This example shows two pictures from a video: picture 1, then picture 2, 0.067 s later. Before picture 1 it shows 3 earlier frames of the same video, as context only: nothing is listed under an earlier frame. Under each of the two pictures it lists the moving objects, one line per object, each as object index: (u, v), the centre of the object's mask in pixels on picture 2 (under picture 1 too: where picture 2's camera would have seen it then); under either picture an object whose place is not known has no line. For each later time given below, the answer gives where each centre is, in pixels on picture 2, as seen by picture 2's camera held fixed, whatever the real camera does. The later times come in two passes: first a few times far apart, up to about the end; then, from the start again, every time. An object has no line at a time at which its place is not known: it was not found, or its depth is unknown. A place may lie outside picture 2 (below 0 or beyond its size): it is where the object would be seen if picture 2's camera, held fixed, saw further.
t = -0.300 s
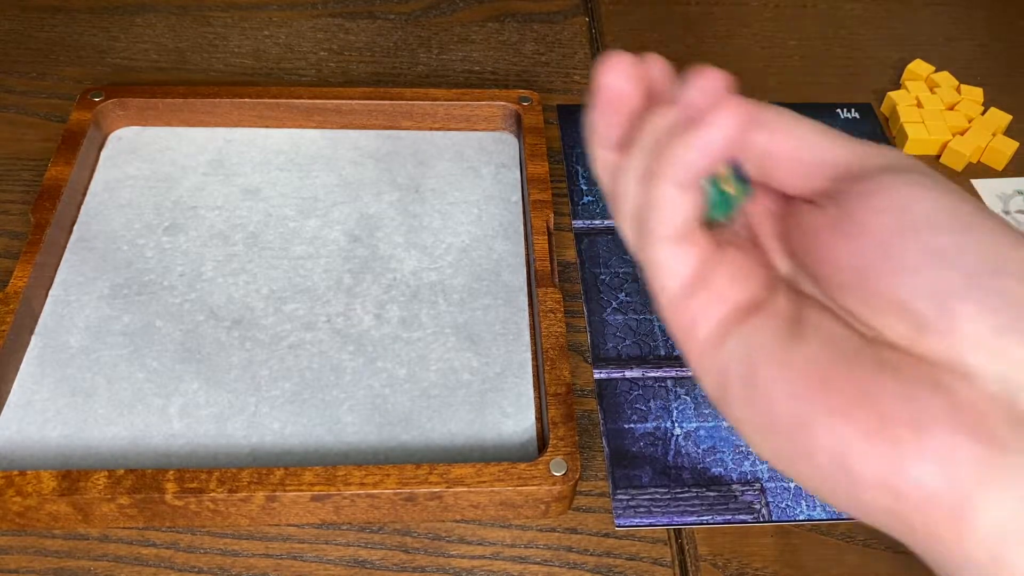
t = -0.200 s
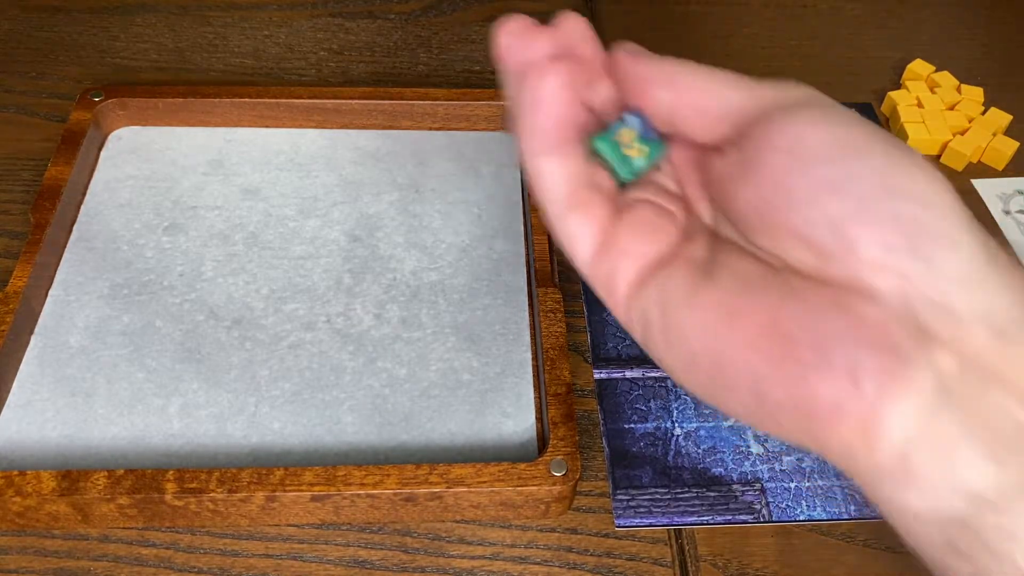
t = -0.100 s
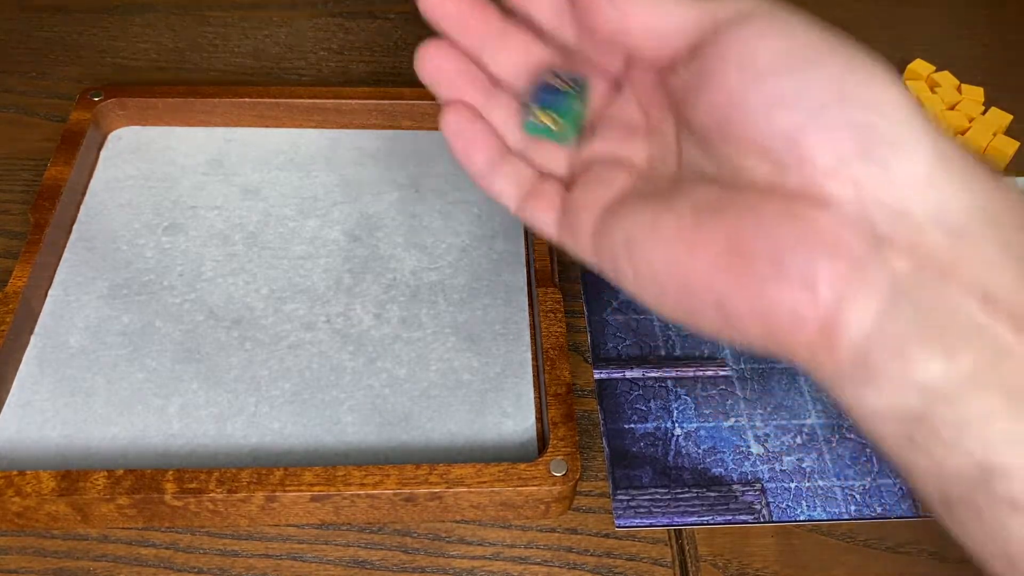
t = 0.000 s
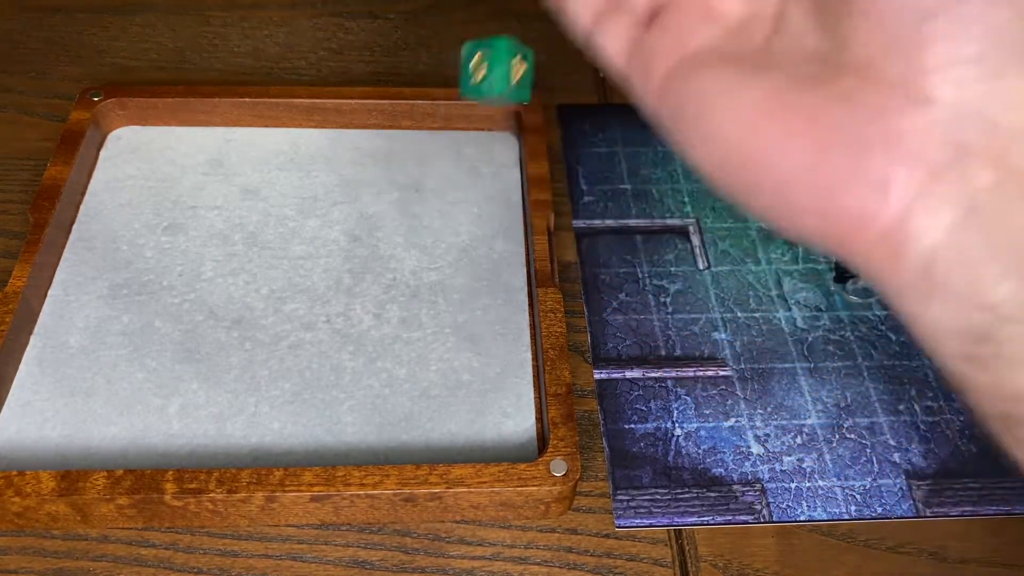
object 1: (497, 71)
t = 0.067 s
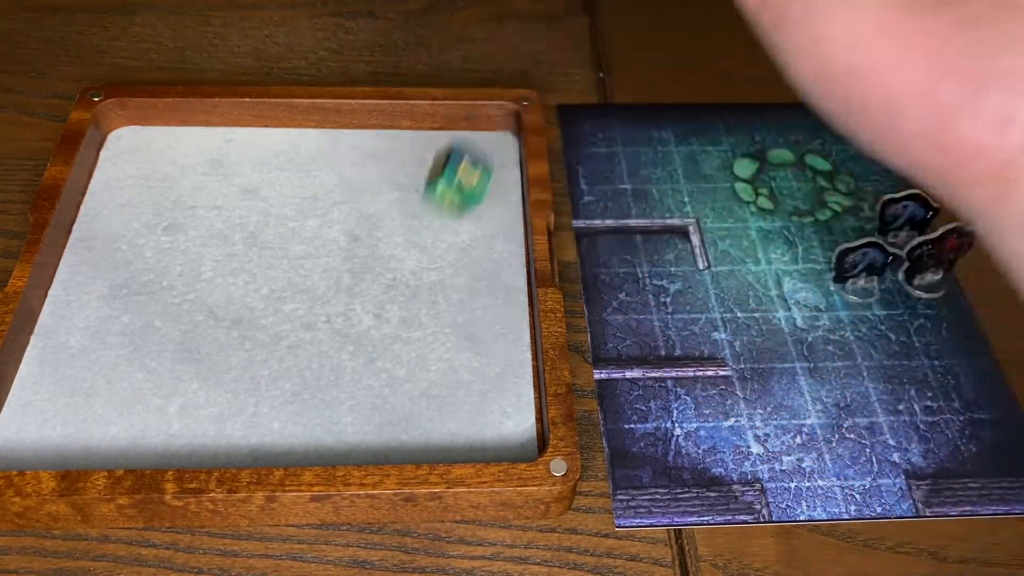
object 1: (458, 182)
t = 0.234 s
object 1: (388, 343)
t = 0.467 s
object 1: (321, 385)
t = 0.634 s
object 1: (321, 385)
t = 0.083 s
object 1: (448, 223)
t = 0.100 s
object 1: (440, 261)
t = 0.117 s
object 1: (435, 266)
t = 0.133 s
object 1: (428, 269)
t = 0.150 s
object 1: (424, 276)
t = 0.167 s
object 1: (419, 287)
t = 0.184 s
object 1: (412, 308)
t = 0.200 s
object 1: (407, 330)
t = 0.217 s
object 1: (398, 340)
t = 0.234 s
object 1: (388, 343)
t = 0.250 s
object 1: (379, 350)
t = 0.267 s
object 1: (370, 360)
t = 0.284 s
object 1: (362, 365)
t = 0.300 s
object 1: (351, 374)
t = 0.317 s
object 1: (343, 377)
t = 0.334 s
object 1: (336, 379)
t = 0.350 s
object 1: (330, 380)
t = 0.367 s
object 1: (325, 383)
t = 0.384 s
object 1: (322, 384)
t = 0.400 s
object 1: (321, 385)
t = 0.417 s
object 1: (321, 385)
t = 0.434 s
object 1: (321, 385)
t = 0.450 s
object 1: (321, 385)
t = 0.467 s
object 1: (321, 385)
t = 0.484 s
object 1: (321, 385)
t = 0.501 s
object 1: (321, 385)
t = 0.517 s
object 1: (321, 385)
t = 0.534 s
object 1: (321, 385)
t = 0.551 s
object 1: (321, 385)
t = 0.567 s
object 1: (321, 385)
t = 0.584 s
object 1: (321, 385)
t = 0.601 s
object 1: (321, 385)
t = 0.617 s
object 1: (321, 385)
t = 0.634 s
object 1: (321, 385)
